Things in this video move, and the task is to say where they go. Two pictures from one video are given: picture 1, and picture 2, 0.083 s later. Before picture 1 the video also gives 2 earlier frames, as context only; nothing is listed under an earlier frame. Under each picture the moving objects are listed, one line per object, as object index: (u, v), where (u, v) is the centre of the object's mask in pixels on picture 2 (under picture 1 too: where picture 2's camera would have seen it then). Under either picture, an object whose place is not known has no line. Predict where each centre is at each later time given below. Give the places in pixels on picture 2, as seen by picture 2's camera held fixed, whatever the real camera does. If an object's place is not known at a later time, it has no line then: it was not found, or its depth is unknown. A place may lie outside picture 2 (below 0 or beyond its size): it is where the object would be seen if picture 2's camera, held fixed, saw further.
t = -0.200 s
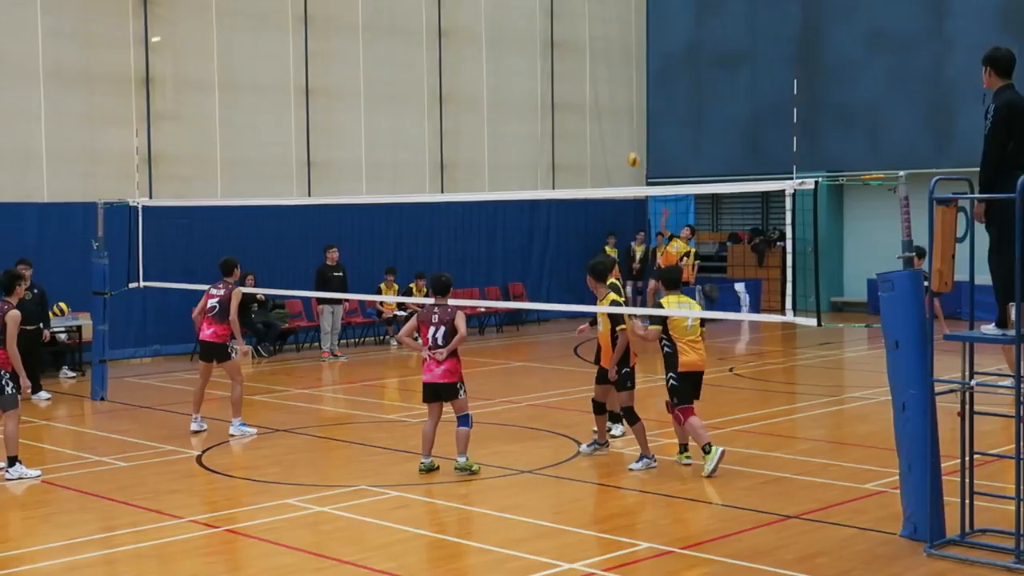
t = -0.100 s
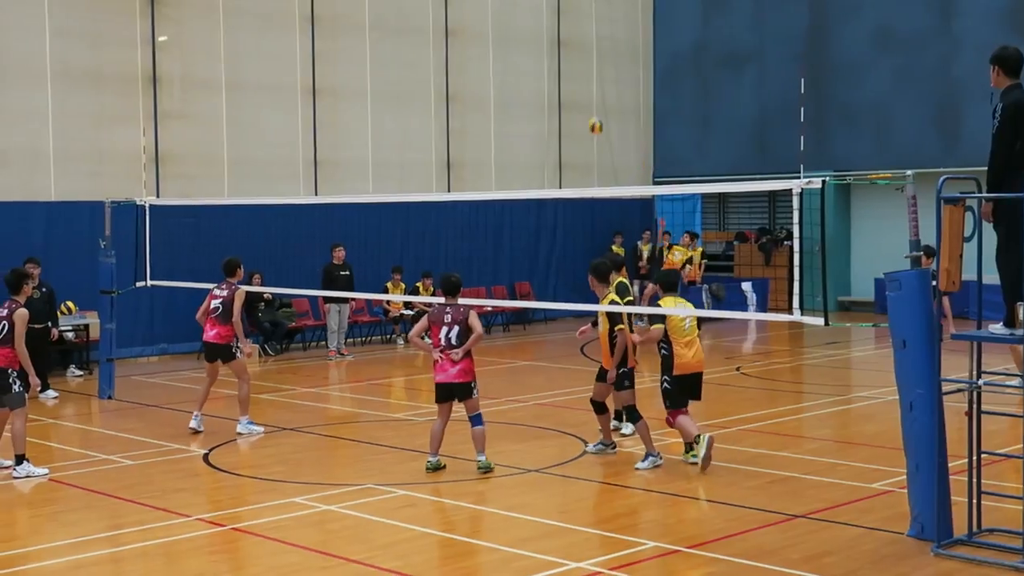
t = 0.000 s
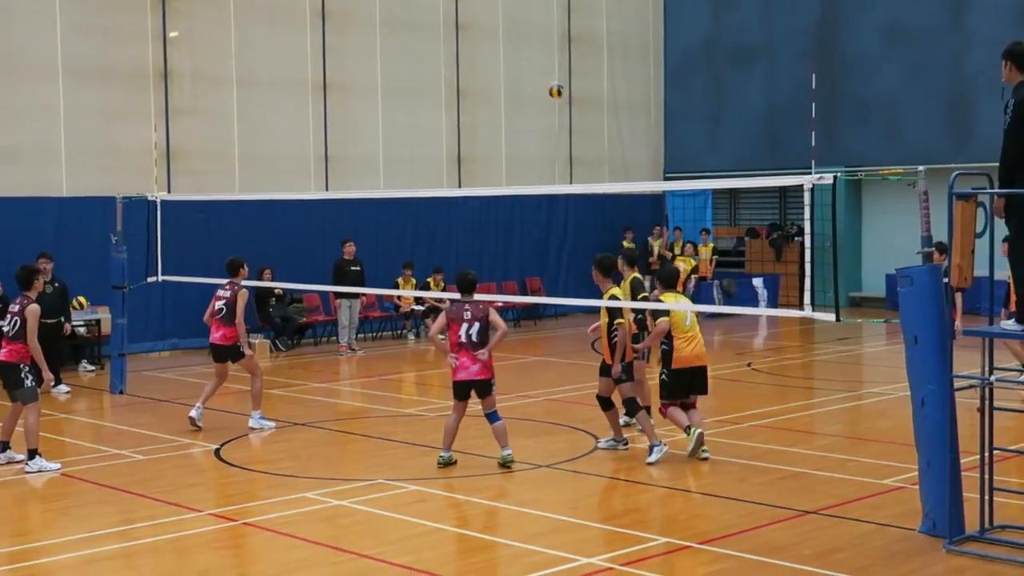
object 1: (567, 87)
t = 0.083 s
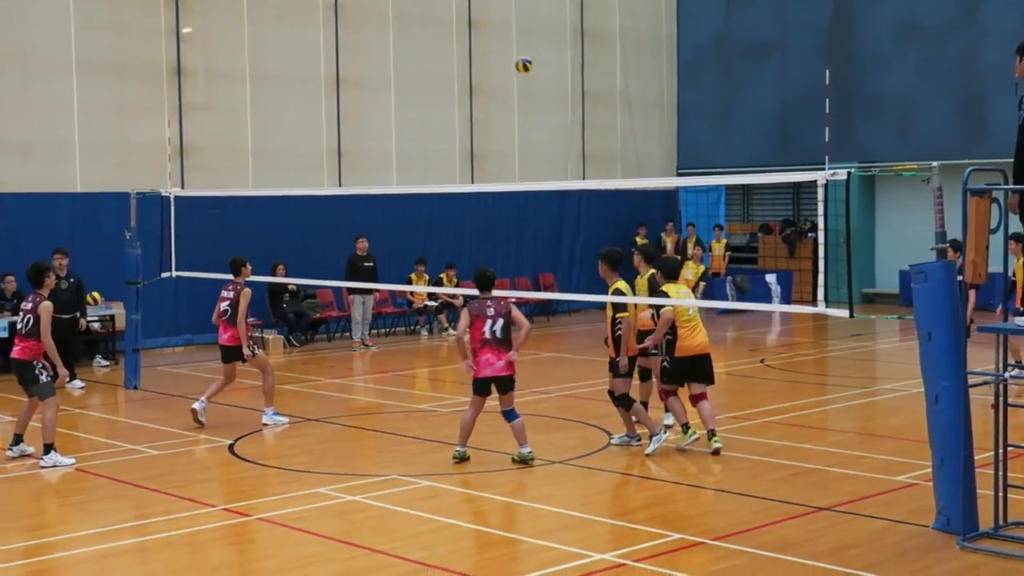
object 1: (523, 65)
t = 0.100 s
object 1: (514, 61)
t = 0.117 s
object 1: (505, 57)
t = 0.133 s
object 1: (496, 54)
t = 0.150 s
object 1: (487, 51)
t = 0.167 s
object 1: (478, 48)
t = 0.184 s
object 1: (469, 44)
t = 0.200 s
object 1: (460, 42)
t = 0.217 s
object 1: (449, 39)
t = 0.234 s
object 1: (438, 37)
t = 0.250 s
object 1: (428, 34)
